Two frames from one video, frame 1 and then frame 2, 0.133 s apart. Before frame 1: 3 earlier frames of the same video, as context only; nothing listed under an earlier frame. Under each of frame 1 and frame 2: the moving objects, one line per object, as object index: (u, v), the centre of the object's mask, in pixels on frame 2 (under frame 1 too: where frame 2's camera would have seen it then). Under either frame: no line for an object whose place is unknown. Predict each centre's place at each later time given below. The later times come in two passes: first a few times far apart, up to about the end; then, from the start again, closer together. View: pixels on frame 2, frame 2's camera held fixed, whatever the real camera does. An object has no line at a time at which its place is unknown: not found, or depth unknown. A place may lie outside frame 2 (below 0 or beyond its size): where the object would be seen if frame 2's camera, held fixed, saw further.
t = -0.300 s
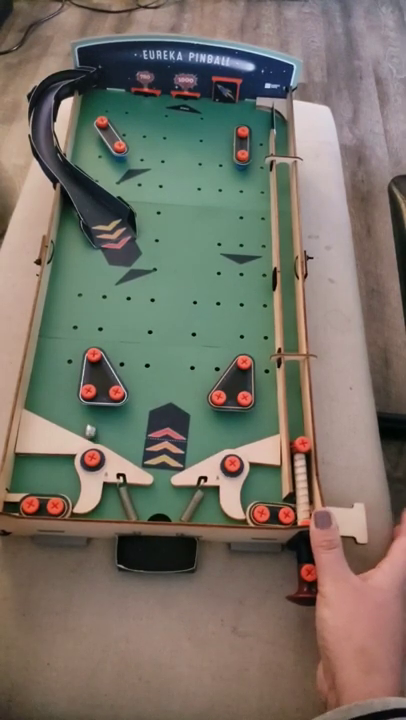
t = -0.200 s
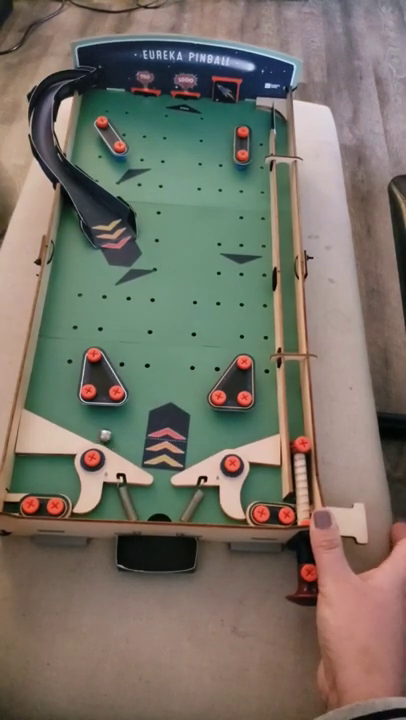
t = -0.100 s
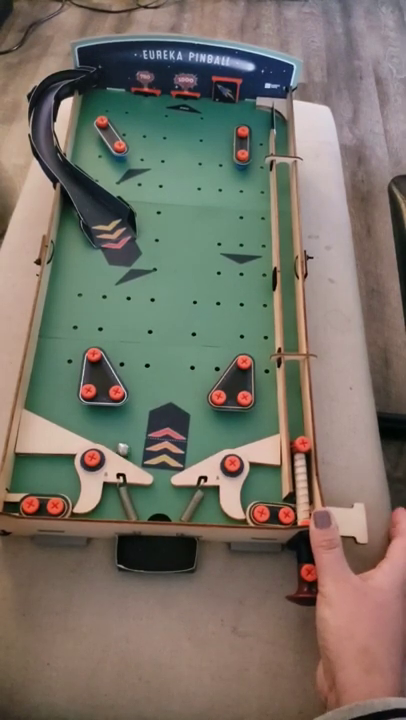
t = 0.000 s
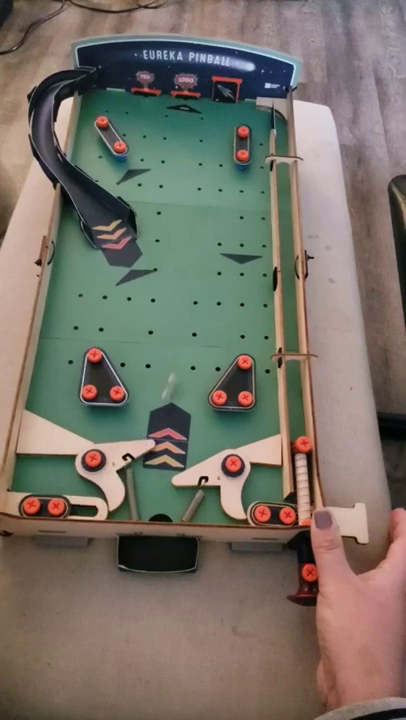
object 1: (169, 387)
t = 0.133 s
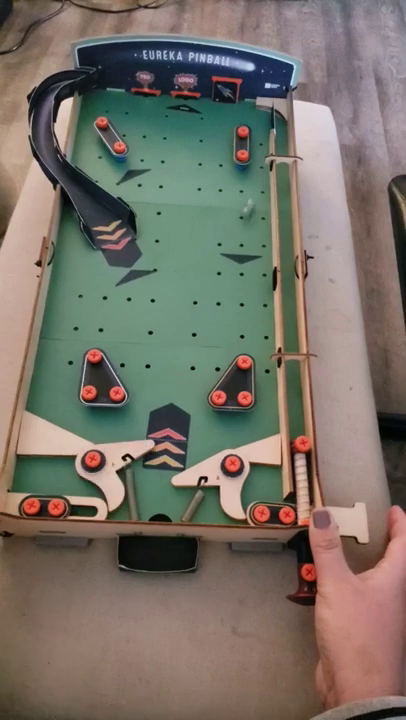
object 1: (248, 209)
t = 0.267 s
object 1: (263, 119)
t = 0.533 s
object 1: (212, 152)
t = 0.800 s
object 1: (174, 236)
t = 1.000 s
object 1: (149, 353)
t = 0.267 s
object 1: (263, 119)
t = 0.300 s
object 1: (259, 110)
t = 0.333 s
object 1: (251, 116)
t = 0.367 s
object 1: (243, 121)
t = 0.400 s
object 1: (234, 128)
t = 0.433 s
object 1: (229, 134)
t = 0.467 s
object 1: (223, 139)
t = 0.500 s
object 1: (218, 145)
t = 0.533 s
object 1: (212, 152)
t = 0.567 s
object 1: (207, 160)
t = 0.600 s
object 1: (202, 168)
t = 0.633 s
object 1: (197, 176)
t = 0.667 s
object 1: (192, 186)
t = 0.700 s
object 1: (187, 197)
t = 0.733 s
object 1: (183, 208)
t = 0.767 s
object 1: (178, 222)
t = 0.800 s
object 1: (174, 236)
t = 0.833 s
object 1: (169, 252)
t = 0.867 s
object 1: (165, 269)
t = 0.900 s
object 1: (160, 287)
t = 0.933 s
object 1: (157, 308)
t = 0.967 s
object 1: (153, 329)
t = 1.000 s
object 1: (149, 353)
